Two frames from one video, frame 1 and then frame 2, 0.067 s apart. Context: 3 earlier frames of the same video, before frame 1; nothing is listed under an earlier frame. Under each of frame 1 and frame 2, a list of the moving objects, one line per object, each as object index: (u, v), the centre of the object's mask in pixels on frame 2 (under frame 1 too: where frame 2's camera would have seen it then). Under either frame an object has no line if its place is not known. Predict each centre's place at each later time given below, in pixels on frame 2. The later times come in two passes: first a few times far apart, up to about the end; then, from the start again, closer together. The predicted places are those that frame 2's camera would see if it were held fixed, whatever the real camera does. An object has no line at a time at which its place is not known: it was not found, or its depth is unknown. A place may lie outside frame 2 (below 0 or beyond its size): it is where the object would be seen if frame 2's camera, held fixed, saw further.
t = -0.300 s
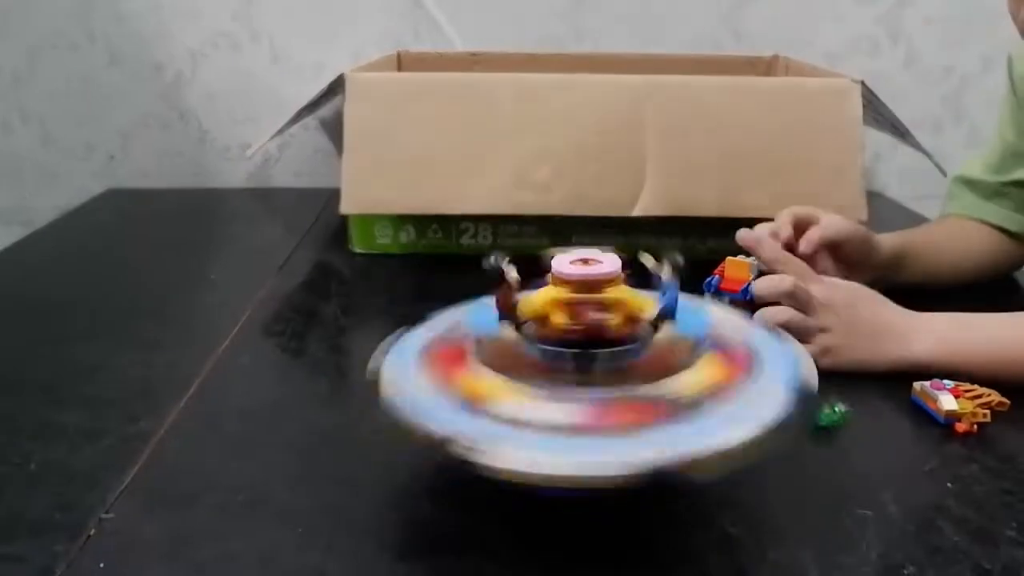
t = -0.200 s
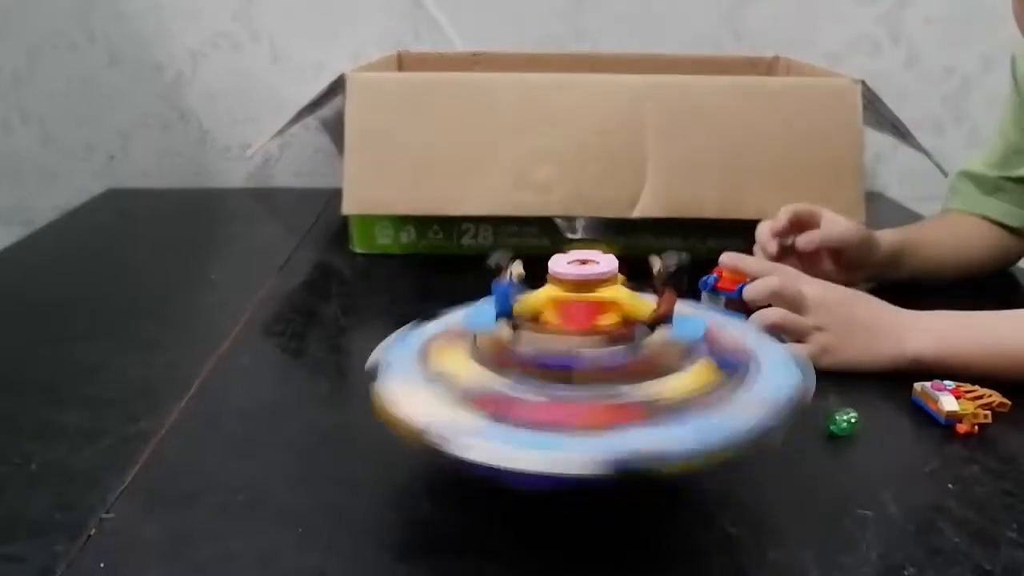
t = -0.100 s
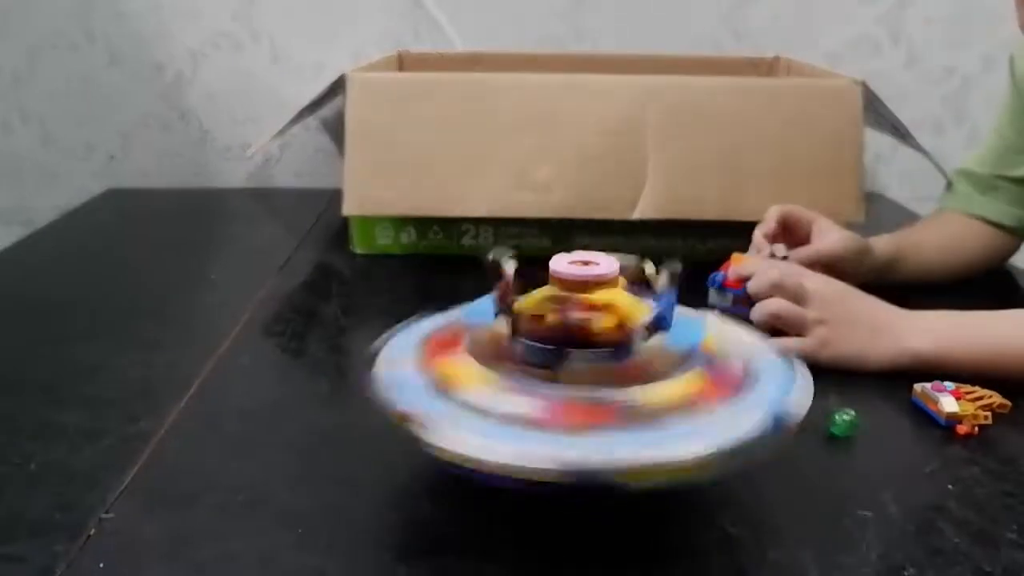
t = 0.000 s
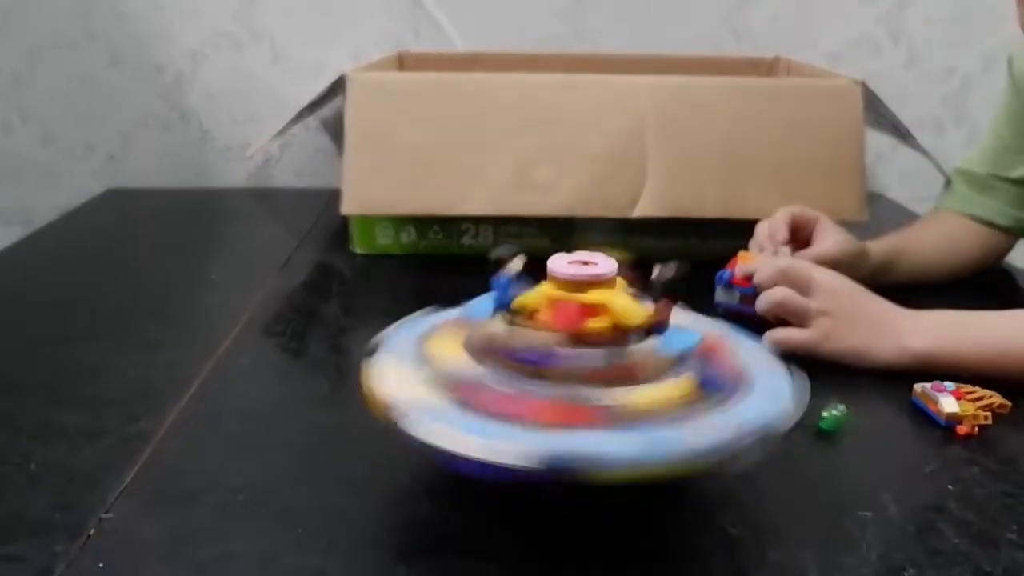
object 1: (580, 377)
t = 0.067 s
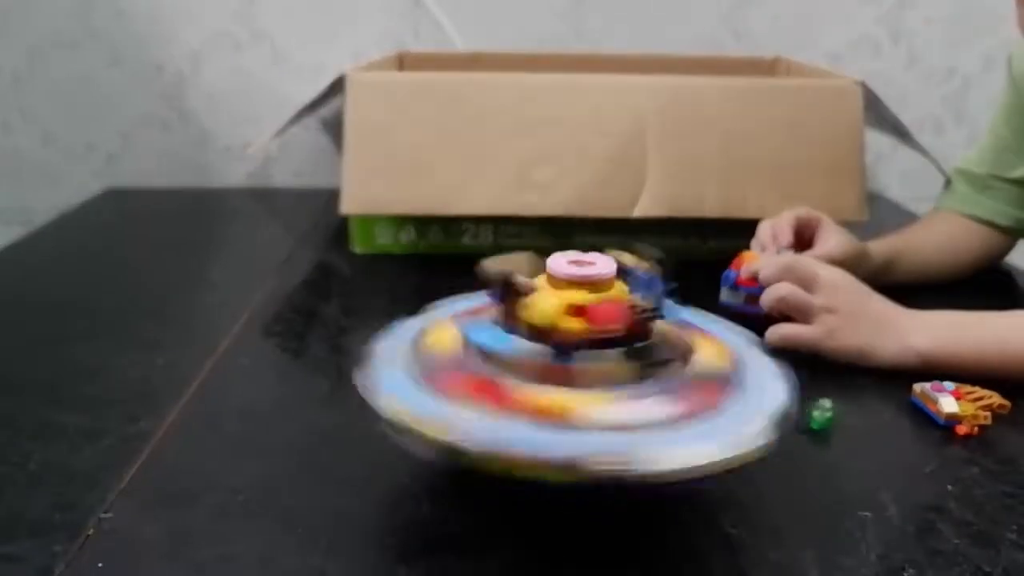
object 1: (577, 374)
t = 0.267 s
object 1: (573, 373)
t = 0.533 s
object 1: (569, 378)
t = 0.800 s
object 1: (573, 371)
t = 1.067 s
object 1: (583, 367)
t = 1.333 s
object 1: (587, 376)
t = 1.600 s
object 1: (588, 373)
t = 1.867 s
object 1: (579, 370)
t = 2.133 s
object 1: (573, 373)
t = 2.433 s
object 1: (572, 368)
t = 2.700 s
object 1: (579, 365)
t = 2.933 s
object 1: (582, 372)
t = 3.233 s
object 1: (582, 364)
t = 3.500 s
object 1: (585, 371)
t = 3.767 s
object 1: (580, 366)
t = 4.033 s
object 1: (577, 369)
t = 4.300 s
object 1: (576, 365)
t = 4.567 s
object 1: (588, 366)
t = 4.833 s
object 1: (586, 368)
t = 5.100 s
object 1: (590, 363)
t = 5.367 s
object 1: (583, 361)
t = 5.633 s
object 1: (579, 365)
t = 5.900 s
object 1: (582, 362)
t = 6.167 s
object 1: (591, 368)
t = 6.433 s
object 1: (587, 355)
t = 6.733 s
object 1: (588, 355)
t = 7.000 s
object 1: (591, 381)
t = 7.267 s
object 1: (565, 344)
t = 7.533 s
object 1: (602, 368)
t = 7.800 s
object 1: (562, 373)
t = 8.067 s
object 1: (590, 342)
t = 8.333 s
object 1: (590, 387)
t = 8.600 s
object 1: (560, 350)
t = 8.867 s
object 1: (599, 365)
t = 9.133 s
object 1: (572, 376)
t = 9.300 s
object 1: (569, 349)
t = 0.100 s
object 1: (580, 378)
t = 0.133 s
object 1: (576, 379)
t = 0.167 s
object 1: (573, 375)
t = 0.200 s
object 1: (574, 375)
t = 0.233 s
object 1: (571, 377)
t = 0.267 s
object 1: (573, 373)
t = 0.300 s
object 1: (574, 379)
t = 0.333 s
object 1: (570, 380)
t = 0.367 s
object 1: (567, 373)
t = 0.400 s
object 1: (571, 374)
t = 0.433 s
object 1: (567, 375)
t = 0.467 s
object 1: (570, 369)
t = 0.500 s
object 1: (572, 376)
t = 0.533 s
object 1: (569, 378)
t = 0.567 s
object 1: (568, 370)
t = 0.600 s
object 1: (570, 372)
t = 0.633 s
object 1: (566, 375)
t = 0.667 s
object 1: (570, 370)
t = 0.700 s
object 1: (572, 376)
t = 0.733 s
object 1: (570, 376)
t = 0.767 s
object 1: (571, 369)
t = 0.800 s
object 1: (573, 371)
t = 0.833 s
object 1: (572, 374)
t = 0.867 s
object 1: (575, 368)
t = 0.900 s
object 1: (577, 375)
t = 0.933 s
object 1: (575, 376)
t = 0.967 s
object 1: (576, 369)
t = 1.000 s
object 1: (580, 370)
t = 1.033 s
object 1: (579, 373)
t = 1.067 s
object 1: (583, 367)
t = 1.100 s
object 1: (585, 373)
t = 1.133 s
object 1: (583, 375)
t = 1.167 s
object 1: (585, 369)
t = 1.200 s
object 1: (589, 372)
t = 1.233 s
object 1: (586, 375)
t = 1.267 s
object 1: (589, 369)
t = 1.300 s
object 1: (591, 374)
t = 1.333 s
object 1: (587, 376)
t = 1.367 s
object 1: (587, 369)
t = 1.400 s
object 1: (591, 370)
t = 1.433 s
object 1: (586, 375)
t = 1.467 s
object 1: (591, 370)
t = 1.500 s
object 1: (591, 376)
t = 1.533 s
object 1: (587, 379)
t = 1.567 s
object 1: (586, 369)
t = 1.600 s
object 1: (588, 373)
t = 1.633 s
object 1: (582, 375)
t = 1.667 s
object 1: (584, 370)
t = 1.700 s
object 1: (585, 377)
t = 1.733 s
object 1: (581, 378)
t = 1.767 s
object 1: (580, 370)
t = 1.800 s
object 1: (583, 374)
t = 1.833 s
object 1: (578, 374)
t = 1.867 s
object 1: (579, 370)
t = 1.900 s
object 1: (580, 376)
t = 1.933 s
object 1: (576, 377)
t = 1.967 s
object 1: (573, 371)
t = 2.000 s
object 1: (575, 373)
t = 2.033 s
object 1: (573, 373)
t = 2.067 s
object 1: (572, 370)
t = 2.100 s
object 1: (575, 375)
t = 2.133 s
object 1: (573, 373)
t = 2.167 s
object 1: (568, 371)
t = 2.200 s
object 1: (569, 371)
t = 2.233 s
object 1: (571, 372)
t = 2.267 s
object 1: (568, 369)
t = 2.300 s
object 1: (572, 371)
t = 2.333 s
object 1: (571, 370)
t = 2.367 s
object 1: (567, 370)
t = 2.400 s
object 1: (569, 367)
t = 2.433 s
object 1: (572, 368)
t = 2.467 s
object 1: (569, 369)
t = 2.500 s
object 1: (573, 367)
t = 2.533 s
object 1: (574, 370)
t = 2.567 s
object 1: (573, 373)
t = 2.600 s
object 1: (575, 367)
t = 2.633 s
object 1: (576, 368)
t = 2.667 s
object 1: (576, 369)
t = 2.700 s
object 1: (579, 365)
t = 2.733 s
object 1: (581, 370)
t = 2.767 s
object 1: (582, 372)
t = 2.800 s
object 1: (580, 368)
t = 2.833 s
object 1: (583, 370)
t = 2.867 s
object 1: (583, 372)
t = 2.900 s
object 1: (581, 368)
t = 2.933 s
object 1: (582, 372)
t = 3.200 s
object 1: (583, 372)
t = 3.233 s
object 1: (582, 364)
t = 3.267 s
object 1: (586, 371)
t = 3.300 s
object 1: (582, 374)
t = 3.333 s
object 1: (585, 368)
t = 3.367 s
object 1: (587, 374)
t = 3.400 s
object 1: (586, 375)
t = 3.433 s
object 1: (584, 368)
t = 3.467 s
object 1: (585, 370)
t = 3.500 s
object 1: (585, 371)
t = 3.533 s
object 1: (582, 368)
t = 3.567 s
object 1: (587, 371)
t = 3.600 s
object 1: (584, 372)
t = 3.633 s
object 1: (579, 372)
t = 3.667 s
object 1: (581, 364)
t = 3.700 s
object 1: (583, 370)
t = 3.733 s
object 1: (577, 371)
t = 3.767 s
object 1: (580, 366)
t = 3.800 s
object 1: (580, 373)
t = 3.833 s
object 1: (576, 374)
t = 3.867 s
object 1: (573, 366)
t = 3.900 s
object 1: (576, 370)
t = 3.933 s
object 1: (576, 370)
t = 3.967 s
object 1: (573, 367)
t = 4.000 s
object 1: (579, 368)
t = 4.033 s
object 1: (577, 369)
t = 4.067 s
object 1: (572, 368)
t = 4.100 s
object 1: (574, 364)
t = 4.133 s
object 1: (577, 366)
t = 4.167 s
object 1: (574, 369)
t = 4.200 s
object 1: (575, 364)
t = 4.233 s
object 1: (578, 370)
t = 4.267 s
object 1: (579, 368)
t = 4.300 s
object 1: (576, 365)
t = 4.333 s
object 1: (579, 366)
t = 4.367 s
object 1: (583, 365)
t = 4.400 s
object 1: (581, 366)
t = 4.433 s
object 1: (586, 365)
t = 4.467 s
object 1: (586, 369)
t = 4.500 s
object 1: (584, 371)
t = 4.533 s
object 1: (584, 362)
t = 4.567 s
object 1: (588, 366)
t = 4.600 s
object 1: (587, 367)
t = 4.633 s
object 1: (587, 364)
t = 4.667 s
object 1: (592, 367)
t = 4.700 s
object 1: (590, 367)
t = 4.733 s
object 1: (586, 367)
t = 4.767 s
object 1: (588, 364)
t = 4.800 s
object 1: (591, 368)
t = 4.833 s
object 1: (586, 368)
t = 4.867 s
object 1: (588, 361)
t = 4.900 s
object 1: (589, 365)
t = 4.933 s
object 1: (589, 365)
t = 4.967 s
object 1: (587, 360)
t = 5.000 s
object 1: (588, 361)
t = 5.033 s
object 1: (591, 362)
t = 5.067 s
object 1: (586, 362)
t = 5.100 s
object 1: (590, 363)
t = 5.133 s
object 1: (590, 365)
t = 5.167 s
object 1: (585, 367)
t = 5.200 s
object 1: (583, 360)
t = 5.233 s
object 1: (584, 363)
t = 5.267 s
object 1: (582, 364)
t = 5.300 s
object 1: (580, 360)
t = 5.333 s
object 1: (586, 361)
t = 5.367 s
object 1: (583, 361)
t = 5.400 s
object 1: (579, 364)
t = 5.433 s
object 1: (581, 360)
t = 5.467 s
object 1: (583, 365)
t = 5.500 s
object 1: (582, 366)
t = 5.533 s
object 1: (581, 363)
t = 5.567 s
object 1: (584, 368)
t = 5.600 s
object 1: (583, 365)
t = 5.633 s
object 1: (579, 365)
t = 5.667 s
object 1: (580, 361)
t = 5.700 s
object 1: (583, 364)
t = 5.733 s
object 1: (580, 367)
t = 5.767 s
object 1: (581, 362)
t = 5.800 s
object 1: (584, 367)
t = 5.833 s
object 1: (585, 367)
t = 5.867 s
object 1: (582, 365)
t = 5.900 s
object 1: (582, 362)
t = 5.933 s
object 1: (584, 365)
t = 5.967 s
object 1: (585, 365)
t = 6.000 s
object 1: (585, 362)
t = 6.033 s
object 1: (590, 362)
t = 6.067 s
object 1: (591, 364)
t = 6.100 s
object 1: (589, 367)
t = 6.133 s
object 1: (589, 363)
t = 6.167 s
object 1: (591, 368)
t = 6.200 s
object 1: (589, 369)
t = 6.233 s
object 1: (586, 365)
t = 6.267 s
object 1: (588, 365)
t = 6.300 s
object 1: (585, 362)
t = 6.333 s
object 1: (581, 361)
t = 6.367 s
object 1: (582, 353)
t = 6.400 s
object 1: (586, 355)
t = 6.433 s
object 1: (587, 355)
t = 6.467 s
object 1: (588, 353)
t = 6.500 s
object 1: (595, 360)
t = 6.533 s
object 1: (593, 363)
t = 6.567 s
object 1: (588, 368)
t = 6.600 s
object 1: (584, 364)
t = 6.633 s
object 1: (582, 366)
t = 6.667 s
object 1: (583, 362)
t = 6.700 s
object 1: (580, 356)
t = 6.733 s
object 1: (588, 355)
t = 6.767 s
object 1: (589, 354)
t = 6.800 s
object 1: (589, 357)
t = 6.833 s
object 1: (591, 352)
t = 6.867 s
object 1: (595, 360)
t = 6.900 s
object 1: (600, 364)
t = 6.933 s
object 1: (596, 371)
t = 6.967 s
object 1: (595, 376)
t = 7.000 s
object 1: (591, 381)
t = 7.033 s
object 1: (585, 383)
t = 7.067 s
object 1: (579, 381)
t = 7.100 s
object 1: (572, 379)
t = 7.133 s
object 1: (568, 371)
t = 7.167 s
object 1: (561, 362)
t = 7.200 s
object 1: (562, 351)
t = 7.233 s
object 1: (566, 346)
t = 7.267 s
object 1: (565, 344)
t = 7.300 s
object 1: (572, 341)
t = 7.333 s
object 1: (578, 341)
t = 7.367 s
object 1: (592, 340)
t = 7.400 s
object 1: (593, 343)
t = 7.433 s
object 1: (605, 347)
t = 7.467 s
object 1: (608, 355)
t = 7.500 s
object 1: (606, 364)
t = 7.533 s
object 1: (602, 368)
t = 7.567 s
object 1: (600, 373)
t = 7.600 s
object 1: (597, 377)
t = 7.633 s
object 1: (593, 381)
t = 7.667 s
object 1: (588, 383)
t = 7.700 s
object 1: (583, 385)
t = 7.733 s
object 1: (578, 384)
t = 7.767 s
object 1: (571, 382)
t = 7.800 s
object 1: (562, 373)
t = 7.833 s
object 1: (561, 363)
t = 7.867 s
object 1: (557, 358)
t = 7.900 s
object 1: (562, 350)
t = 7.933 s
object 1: (566, 346)
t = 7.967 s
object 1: (574, 342)
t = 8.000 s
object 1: (577, 343)
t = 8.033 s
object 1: (586, 344)
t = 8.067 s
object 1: (590, 342)
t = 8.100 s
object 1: (597, 345)
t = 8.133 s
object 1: (602, 352)
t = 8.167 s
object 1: (604, 356)
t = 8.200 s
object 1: (606, 367)
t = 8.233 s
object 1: (603, 373)
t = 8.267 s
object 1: (598, 381)
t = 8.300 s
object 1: (594, 387)
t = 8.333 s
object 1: (590, 387)
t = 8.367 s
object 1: (588, 385)
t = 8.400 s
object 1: (582, 384)
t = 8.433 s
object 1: (577, 381)
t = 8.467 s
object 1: (573, 378)
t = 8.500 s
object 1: (567, 370)
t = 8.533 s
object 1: (563, 361)
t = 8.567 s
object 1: (557, 350)
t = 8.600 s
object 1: (560, 350)
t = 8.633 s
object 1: (571, 345)
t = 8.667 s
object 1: (572, 346)
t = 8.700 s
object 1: (577, 348)
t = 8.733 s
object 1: (586, 351)
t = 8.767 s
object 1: (590, 353)
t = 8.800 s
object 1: (594, 357)
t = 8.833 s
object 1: (592, 361)
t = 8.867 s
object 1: (599, 365)
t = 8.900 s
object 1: (599, 378)
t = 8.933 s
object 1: (601, 384)
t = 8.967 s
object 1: (601, 387)
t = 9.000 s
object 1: (596, 387)
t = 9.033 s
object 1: (592, 386)
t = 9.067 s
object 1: (588, 385)
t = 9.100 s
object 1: (578, 381)
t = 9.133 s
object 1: (572, 376)
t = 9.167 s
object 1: (565, 367)
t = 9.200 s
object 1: (564, 357)
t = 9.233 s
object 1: (559, 352)
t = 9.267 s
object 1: (559, 350)
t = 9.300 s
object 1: (569, 349)
